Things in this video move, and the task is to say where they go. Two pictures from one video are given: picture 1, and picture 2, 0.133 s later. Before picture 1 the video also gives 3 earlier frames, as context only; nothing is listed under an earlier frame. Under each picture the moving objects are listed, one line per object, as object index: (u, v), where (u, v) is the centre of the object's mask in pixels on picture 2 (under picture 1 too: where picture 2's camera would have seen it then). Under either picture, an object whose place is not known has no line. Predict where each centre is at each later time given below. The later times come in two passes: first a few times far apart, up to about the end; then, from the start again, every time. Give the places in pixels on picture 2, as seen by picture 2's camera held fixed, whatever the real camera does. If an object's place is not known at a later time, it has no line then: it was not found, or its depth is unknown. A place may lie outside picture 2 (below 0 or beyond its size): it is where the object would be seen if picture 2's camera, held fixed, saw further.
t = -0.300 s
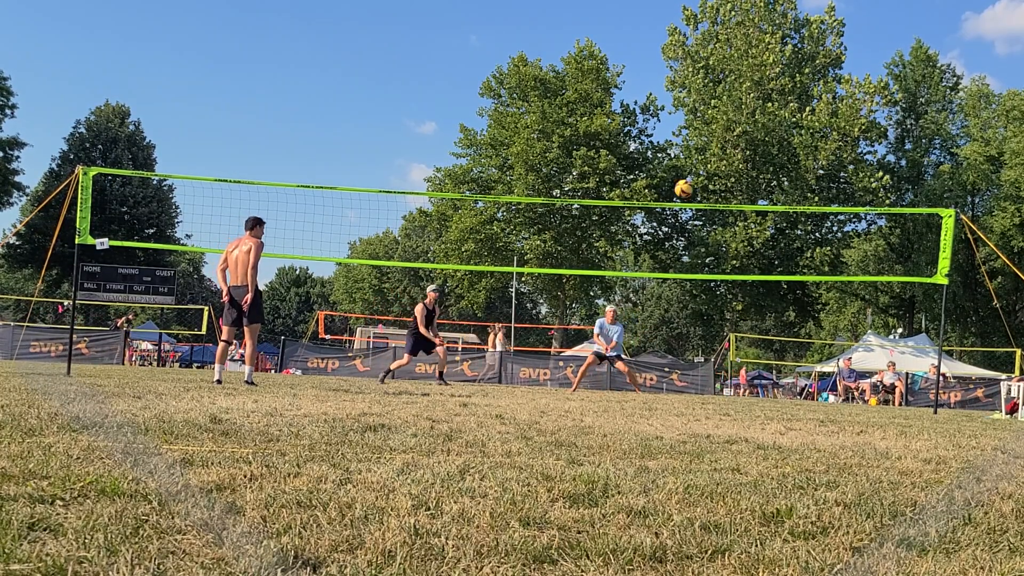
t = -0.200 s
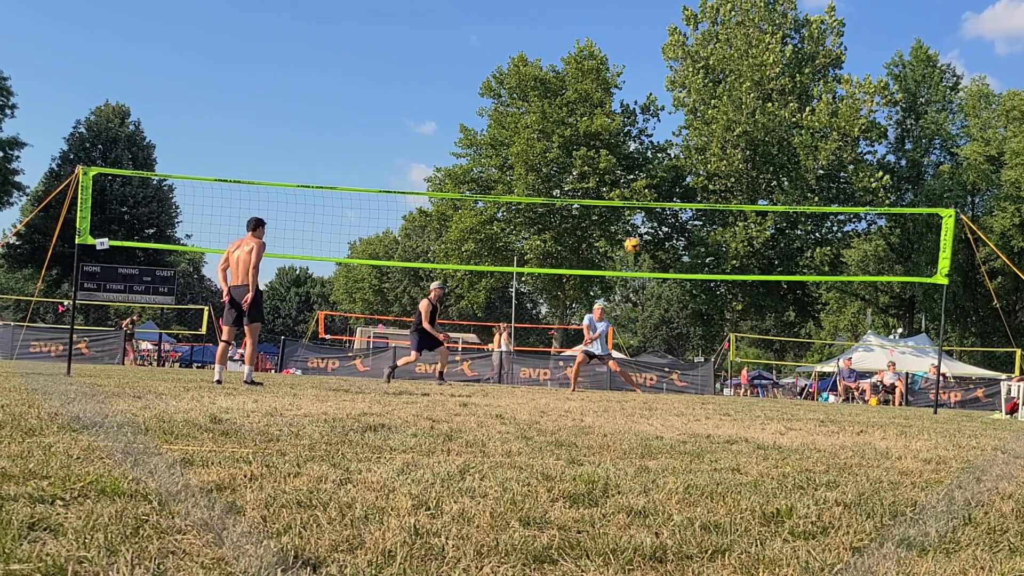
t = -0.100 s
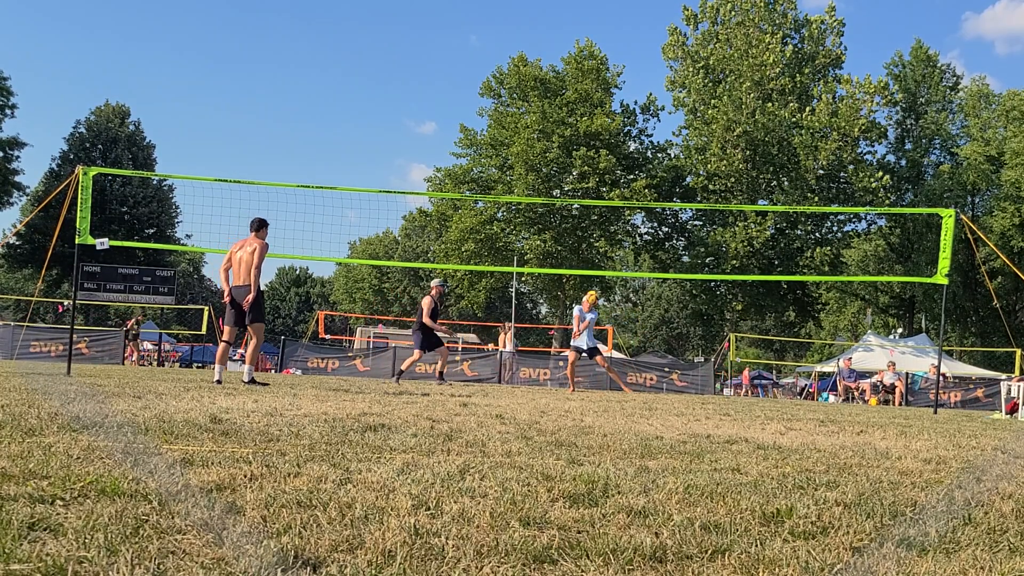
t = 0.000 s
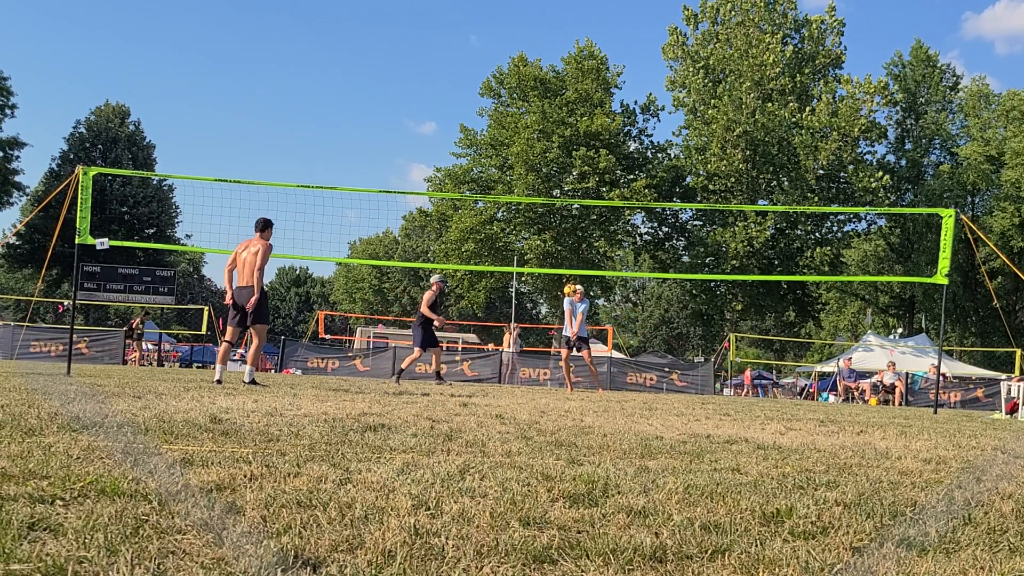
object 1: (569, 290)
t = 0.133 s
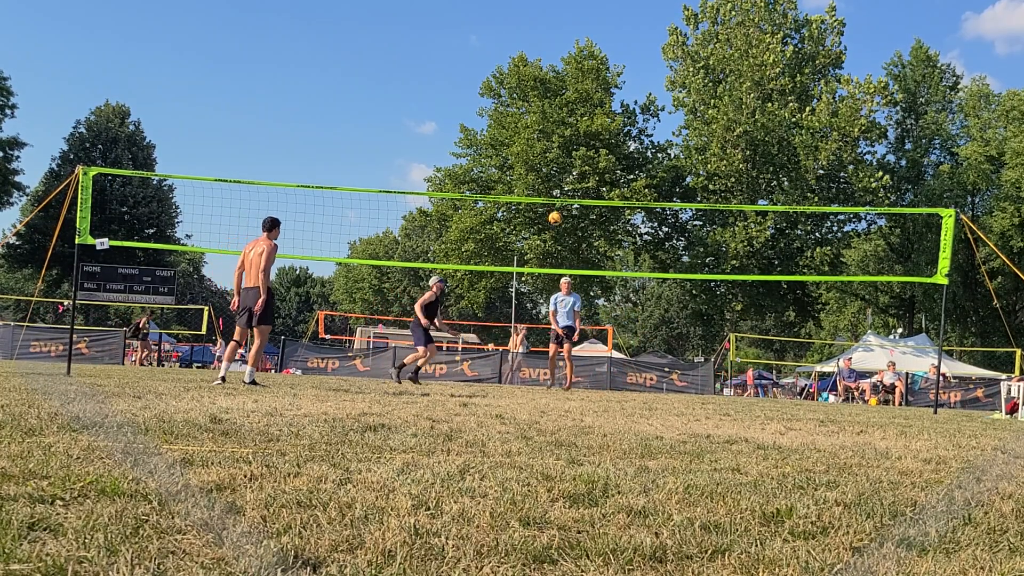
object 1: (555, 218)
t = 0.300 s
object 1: (534, 142)
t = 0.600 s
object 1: (494, 48)
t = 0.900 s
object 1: (449, 8)
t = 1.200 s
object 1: (398, 22)
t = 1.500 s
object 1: (342, 91)
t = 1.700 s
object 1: (302, 167)
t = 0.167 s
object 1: (550, 202)
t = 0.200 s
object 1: (547, 186)
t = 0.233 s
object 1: (543, 171)
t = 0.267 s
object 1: (538, 156)
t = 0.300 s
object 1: (534, 142)
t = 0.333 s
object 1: (531, 129)
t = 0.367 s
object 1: (525, 116)
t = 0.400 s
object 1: (522, 105)
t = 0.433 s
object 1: (517, 93)
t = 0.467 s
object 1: (512, 83)
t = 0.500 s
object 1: (507, 73)
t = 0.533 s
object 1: (503, 64)
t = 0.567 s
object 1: (499, 56)
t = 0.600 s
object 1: (494, 48)
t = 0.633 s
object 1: (489, 41)
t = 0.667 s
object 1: (484, 34)
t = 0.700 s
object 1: (479, 29)
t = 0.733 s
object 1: (474, 24)
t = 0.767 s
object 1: (469, 19)
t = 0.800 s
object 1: (464, 15)
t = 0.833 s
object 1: (459, 12)
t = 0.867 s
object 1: (454, 10)
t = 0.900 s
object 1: (449, 8)
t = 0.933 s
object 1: (443, 7)
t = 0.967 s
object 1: (438, 7)
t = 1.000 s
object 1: (432, 7)
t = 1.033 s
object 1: (427, 8)
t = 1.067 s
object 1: (421, 9)
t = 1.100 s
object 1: (416, 11)
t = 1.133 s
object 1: (410, 14)
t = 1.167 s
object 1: (404, 18)
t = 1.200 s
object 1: (398, 22)
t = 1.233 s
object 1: (392, 27)
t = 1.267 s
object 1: (386, 33)
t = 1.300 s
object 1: (380, 39)
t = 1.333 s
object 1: (374, 46)
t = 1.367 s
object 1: (367, 54)
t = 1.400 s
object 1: (361, 62)
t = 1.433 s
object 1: (355, 71)
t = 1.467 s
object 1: (348, 81)
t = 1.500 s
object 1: (342, 91)
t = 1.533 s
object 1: (336, 102)
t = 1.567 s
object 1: (329, 113)
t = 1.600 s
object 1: (322, 126)
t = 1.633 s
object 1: (316, 139)
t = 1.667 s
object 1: (309, 152)
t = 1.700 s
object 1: (302, 167)
